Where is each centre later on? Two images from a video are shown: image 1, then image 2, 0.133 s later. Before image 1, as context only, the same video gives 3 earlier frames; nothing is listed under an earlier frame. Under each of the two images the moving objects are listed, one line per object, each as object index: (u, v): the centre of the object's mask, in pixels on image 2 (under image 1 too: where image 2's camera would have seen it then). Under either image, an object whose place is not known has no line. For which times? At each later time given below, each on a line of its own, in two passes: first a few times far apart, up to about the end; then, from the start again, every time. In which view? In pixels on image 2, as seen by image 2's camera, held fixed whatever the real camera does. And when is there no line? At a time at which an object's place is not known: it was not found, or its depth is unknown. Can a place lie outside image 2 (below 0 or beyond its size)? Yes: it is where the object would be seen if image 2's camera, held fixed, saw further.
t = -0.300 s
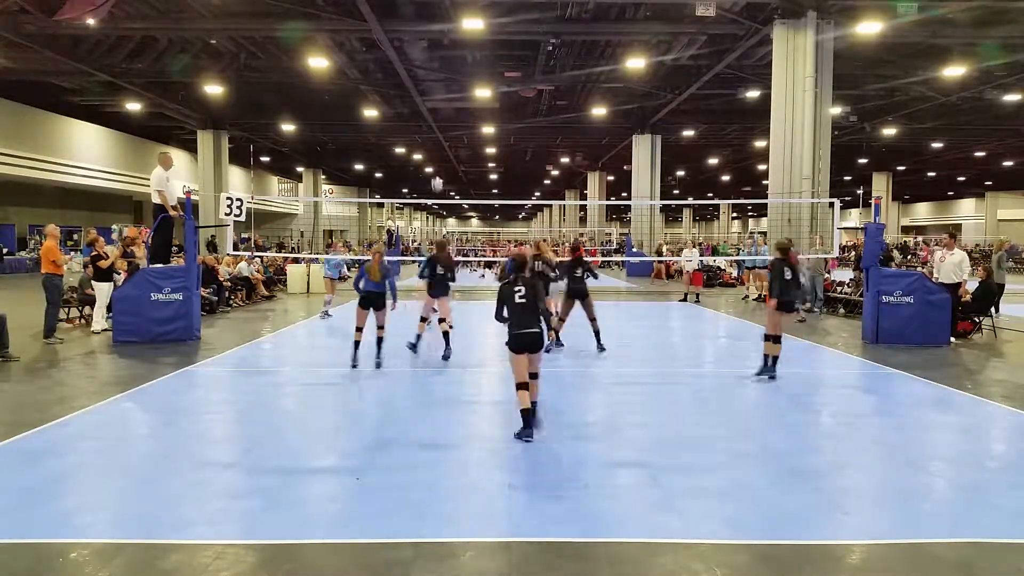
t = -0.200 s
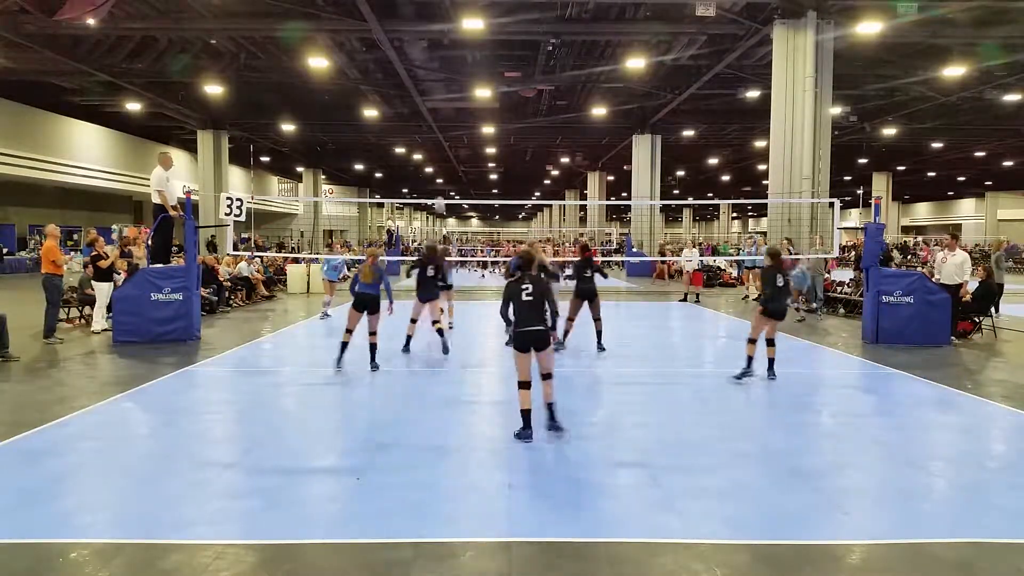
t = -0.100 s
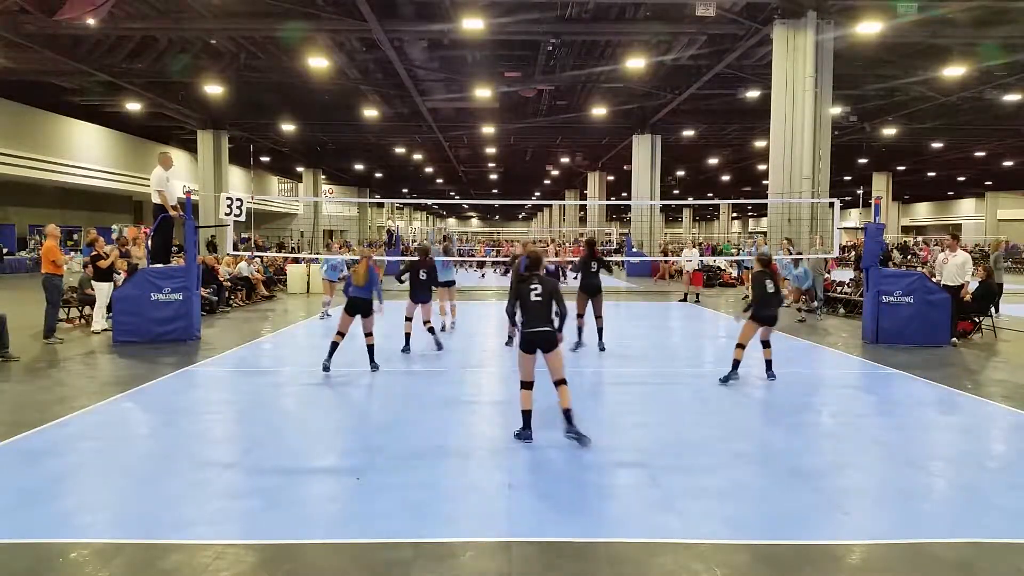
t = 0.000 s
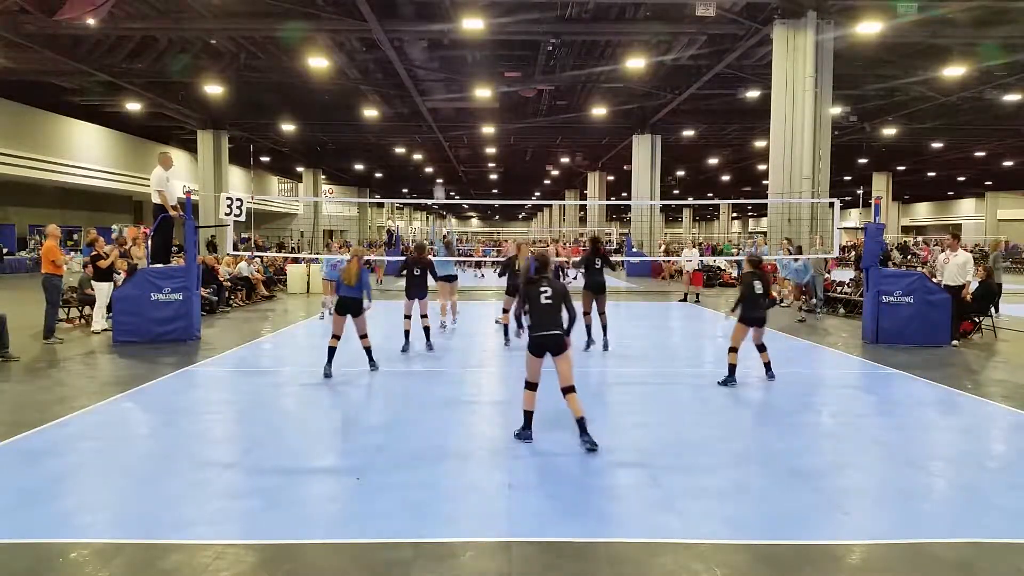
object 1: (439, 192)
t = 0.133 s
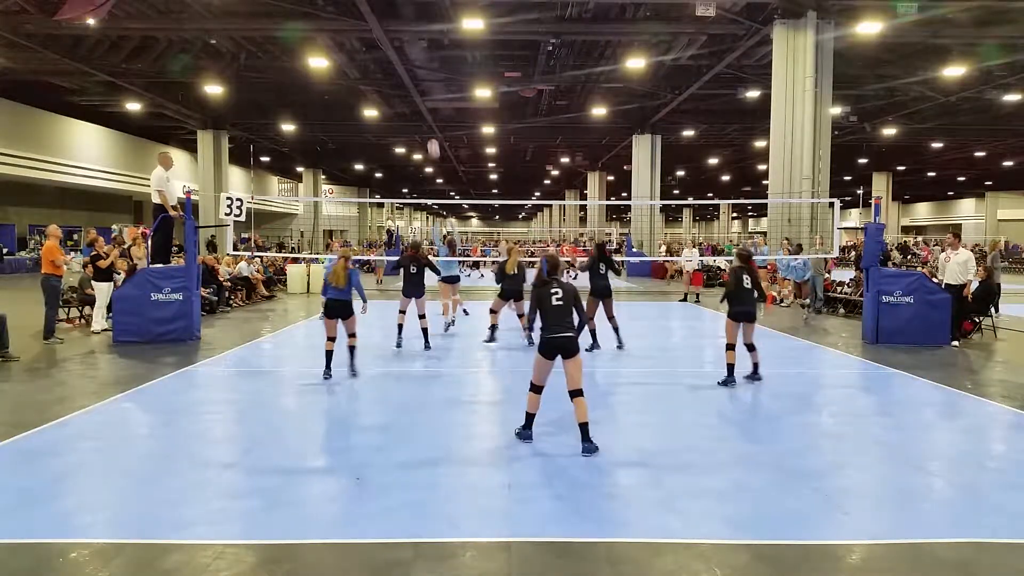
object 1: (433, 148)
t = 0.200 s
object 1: (430, 129)
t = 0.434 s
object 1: (419, 81)
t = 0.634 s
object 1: (410, 64)
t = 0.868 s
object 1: (399, 72)
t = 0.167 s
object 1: (432, 139)
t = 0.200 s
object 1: (430, 129)
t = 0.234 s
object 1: (429, 120)
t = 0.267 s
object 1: (427, 112)
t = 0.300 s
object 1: (425, 105)
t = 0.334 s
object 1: (424, 98)
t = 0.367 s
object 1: (422, 92)
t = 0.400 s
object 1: (421, 86)
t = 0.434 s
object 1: (419, 81)
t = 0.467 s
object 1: (418, 77)
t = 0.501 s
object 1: (416, 73)
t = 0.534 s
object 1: (415, 70)
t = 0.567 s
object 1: (413, 67)
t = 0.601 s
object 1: (411, 65)
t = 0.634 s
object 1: (410, 64)
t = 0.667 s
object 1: (408, 63)
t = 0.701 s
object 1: (407, 63)
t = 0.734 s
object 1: (405, 64)
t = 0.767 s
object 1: (404, 65)
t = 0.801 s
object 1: (402, 67)
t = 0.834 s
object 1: (401, 69)
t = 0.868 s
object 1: (399, 72)
